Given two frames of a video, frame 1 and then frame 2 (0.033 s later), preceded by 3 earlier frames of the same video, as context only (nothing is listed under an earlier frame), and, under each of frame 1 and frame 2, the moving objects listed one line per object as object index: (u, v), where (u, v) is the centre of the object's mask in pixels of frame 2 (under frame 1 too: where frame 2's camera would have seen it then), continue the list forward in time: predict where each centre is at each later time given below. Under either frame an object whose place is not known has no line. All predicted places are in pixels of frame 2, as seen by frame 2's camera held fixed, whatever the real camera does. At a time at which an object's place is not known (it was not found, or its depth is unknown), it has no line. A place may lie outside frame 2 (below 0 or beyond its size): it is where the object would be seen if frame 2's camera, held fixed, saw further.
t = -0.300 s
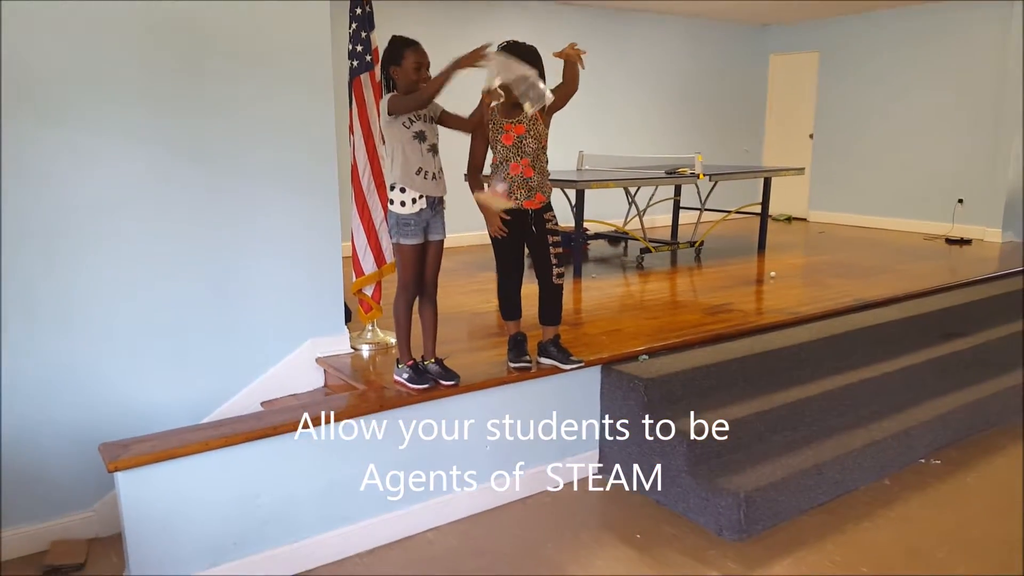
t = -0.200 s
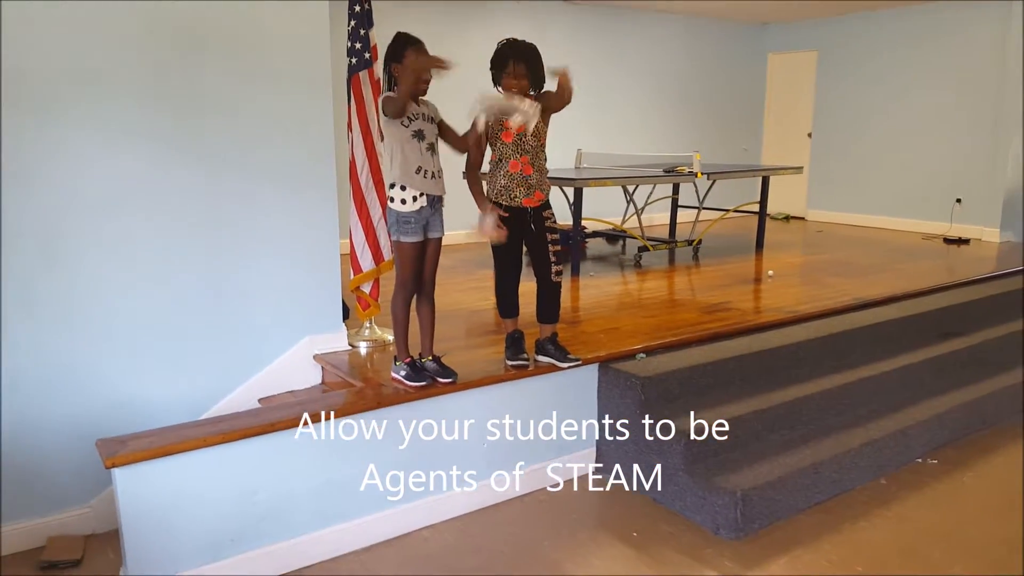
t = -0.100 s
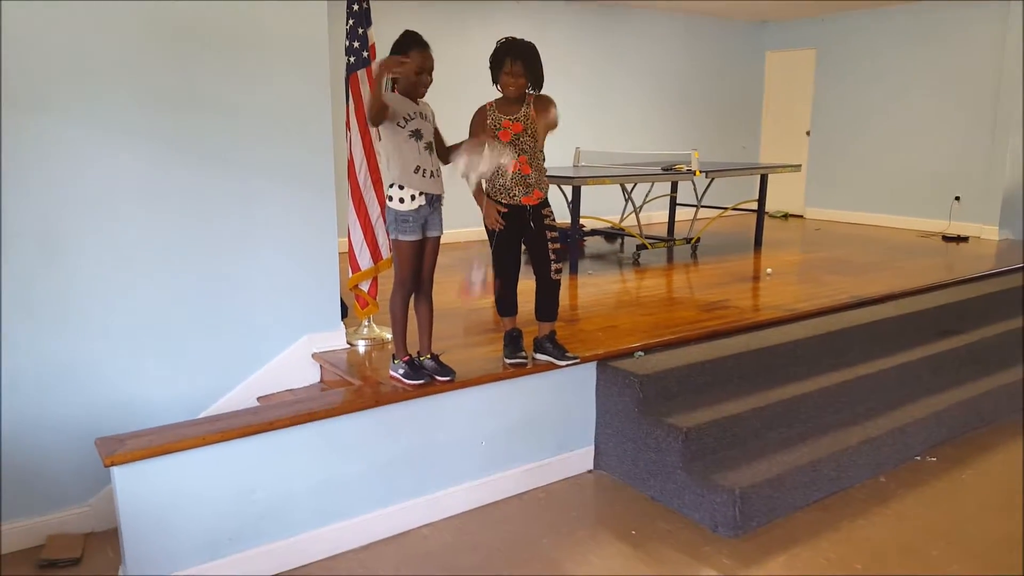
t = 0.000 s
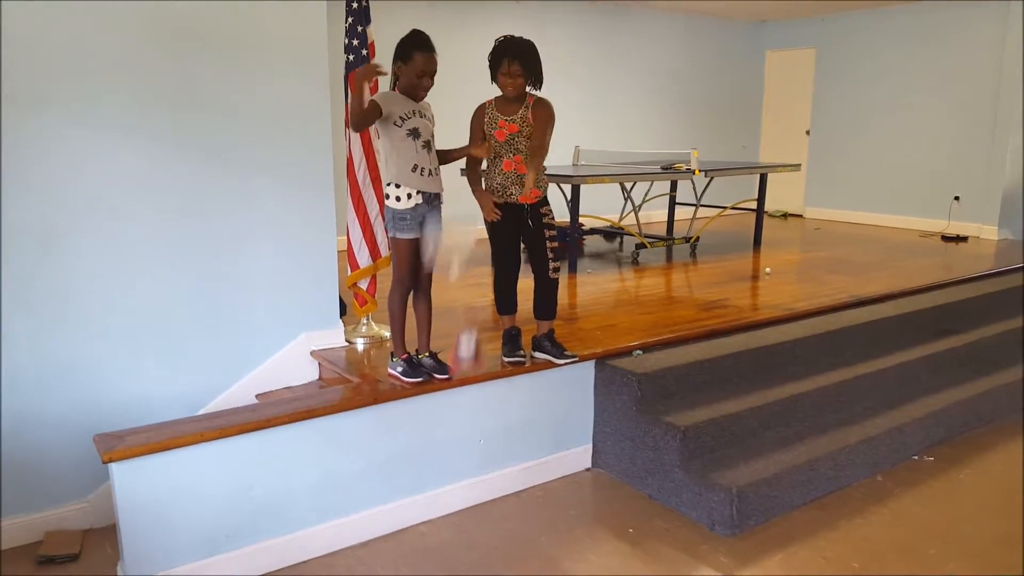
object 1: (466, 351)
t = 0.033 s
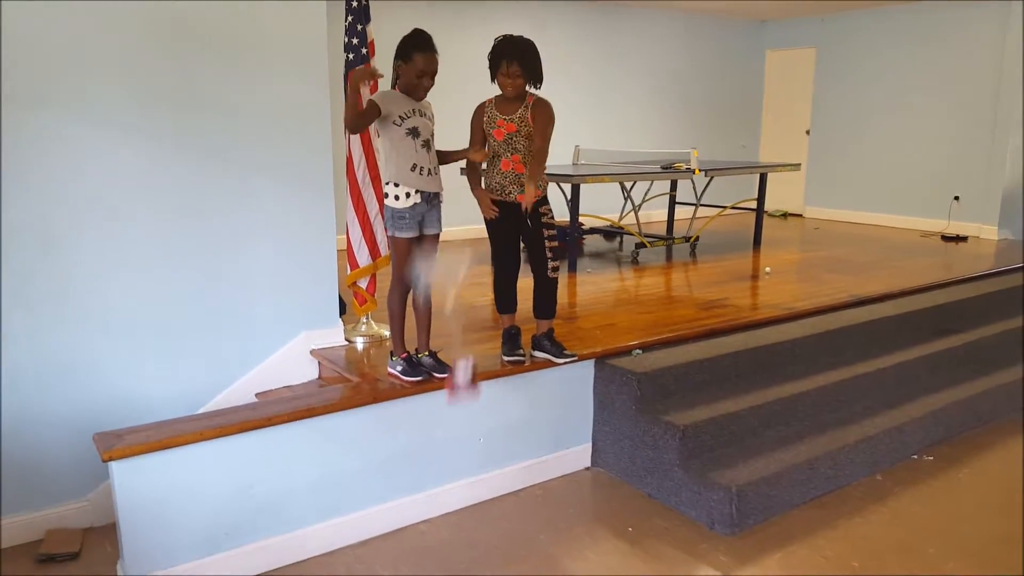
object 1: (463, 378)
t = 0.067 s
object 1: (461, 409)
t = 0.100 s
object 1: (456, 438)
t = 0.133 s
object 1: (453, 466)
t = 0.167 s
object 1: (447, 501)
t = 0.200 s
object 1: (443, 536)
